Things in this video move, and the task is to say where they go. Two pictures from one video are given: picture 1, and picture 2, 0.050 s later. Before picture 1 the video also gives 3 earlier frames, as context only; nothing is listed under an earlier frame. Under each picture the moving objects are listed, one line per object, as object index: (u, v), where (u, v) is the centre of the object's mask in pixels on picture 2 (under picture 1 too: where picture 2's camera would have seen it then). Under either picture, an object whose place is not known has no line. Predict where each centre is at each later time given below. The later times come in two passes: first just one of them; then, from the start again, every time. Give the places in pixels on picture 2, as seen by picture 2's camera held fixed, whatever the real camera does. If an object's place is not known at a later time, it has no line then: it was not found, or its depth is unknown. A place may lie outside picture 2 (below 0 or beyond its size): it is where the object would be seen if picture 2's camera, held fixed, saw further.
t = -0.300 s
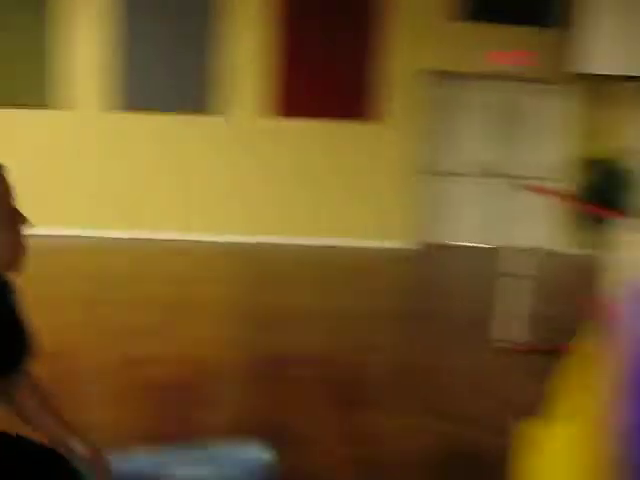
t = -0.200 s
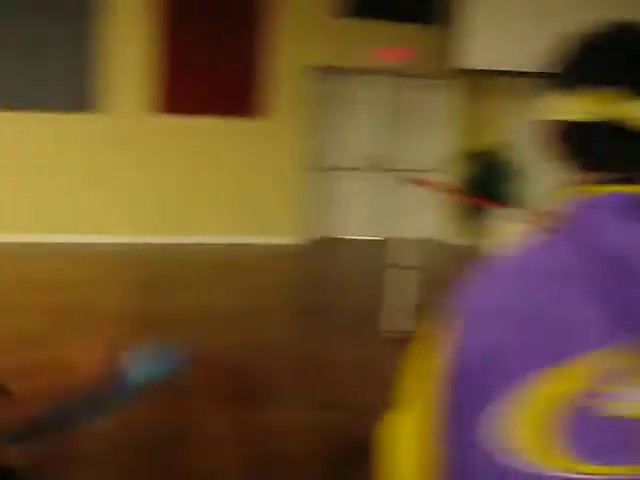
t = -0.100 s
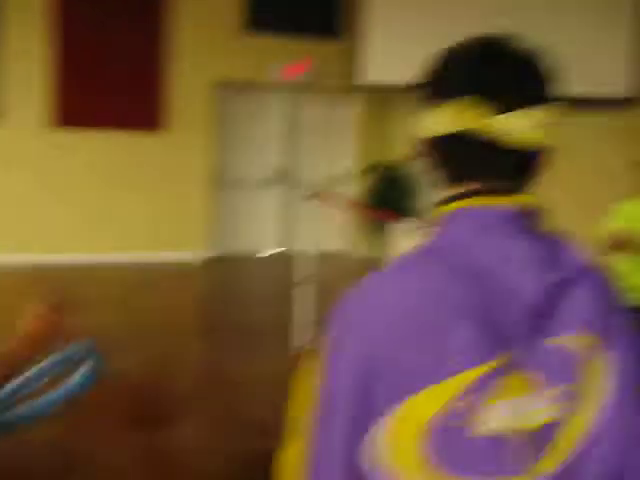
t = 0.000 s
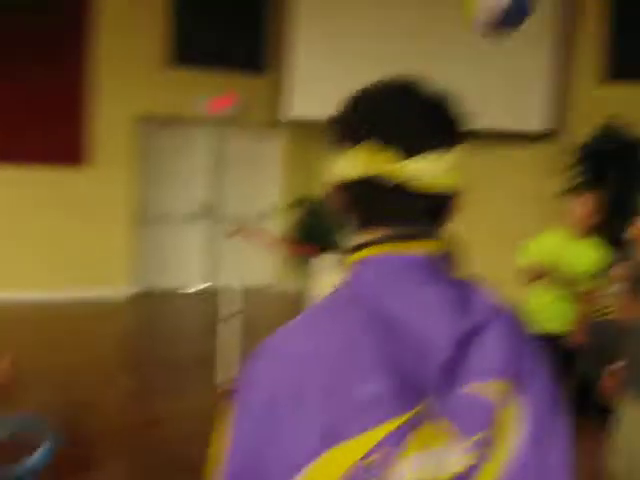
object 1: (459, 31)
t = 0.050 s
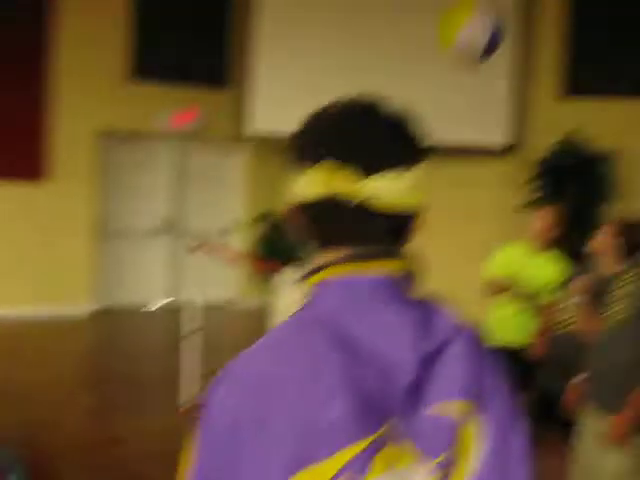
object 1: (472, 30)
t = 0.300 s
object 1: (522, 113)
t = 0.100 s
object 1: (485, 46)
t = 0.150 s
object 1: (497, 60)
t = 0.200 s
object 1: (503, 76)
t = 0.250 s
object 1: (511, 97)
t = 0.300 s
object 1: (522, 113)
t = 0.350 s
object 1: (530, 131)
